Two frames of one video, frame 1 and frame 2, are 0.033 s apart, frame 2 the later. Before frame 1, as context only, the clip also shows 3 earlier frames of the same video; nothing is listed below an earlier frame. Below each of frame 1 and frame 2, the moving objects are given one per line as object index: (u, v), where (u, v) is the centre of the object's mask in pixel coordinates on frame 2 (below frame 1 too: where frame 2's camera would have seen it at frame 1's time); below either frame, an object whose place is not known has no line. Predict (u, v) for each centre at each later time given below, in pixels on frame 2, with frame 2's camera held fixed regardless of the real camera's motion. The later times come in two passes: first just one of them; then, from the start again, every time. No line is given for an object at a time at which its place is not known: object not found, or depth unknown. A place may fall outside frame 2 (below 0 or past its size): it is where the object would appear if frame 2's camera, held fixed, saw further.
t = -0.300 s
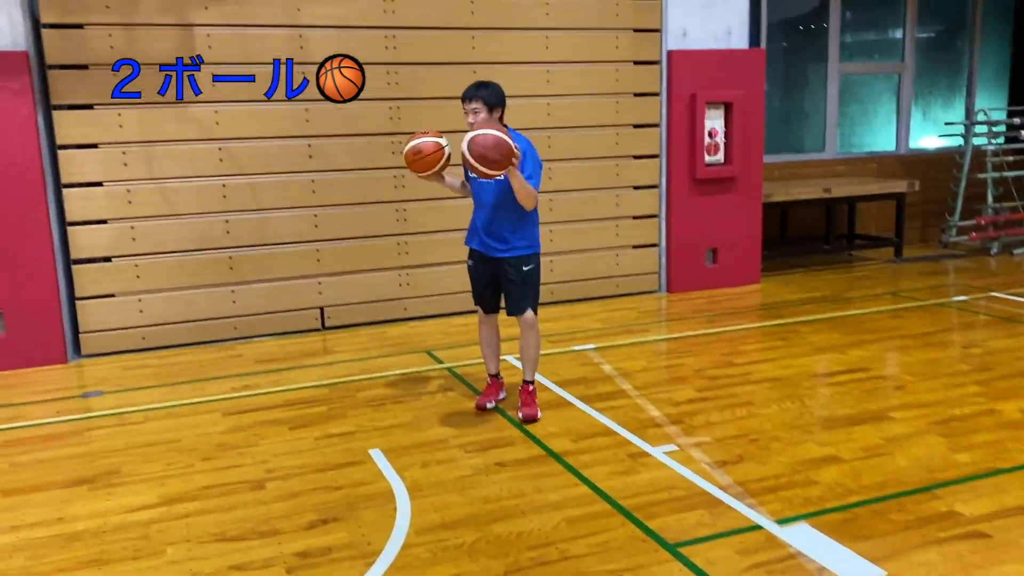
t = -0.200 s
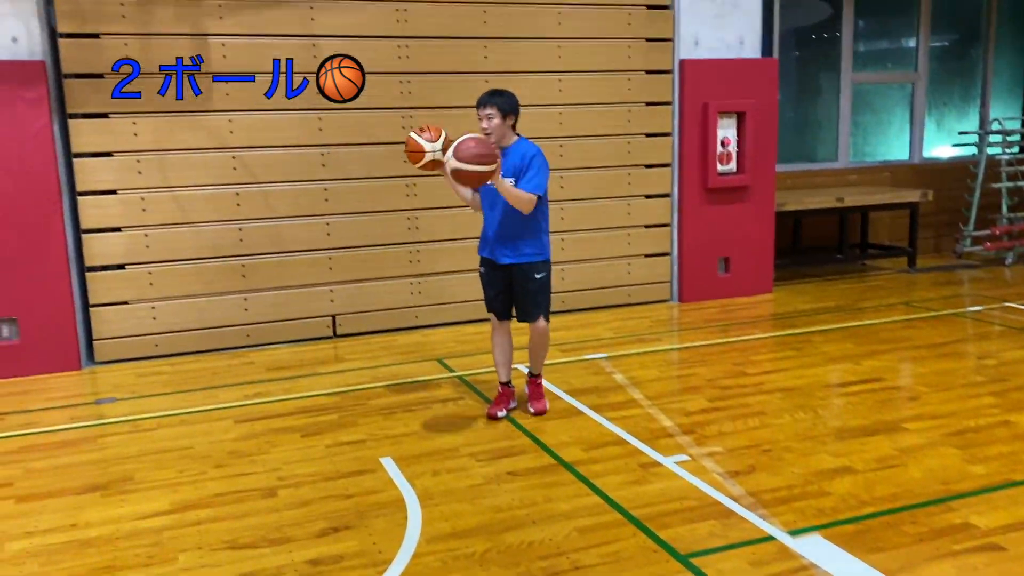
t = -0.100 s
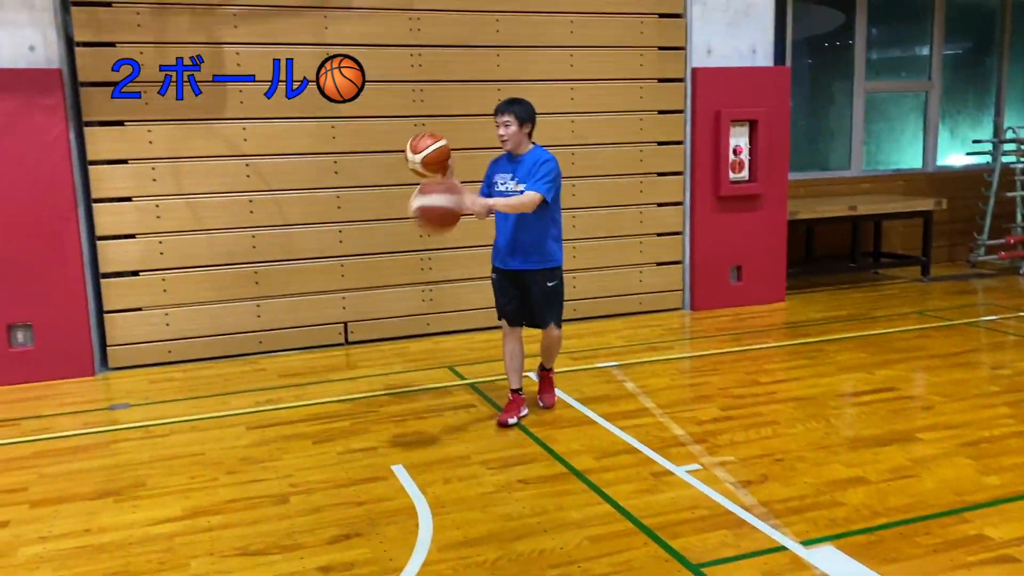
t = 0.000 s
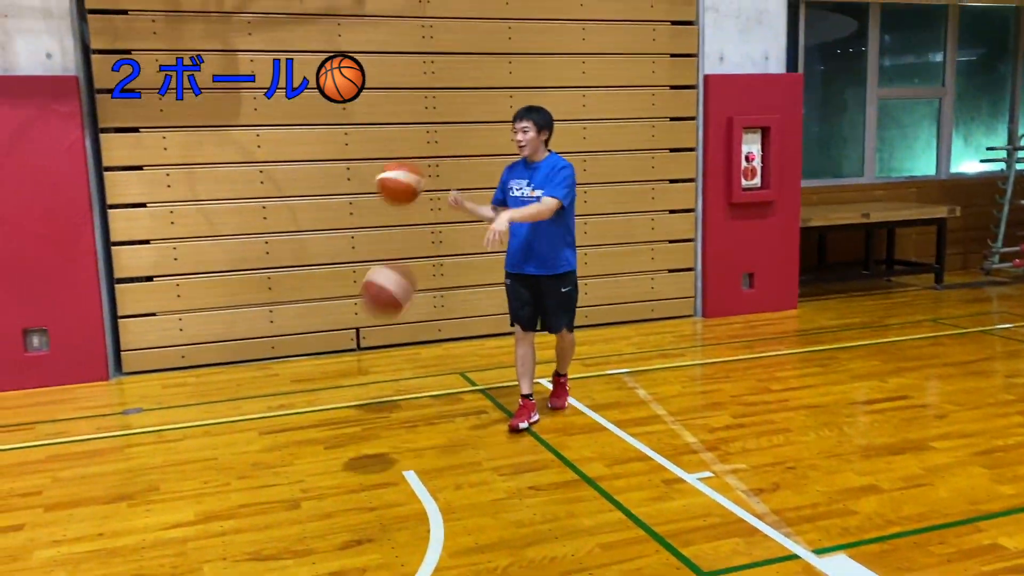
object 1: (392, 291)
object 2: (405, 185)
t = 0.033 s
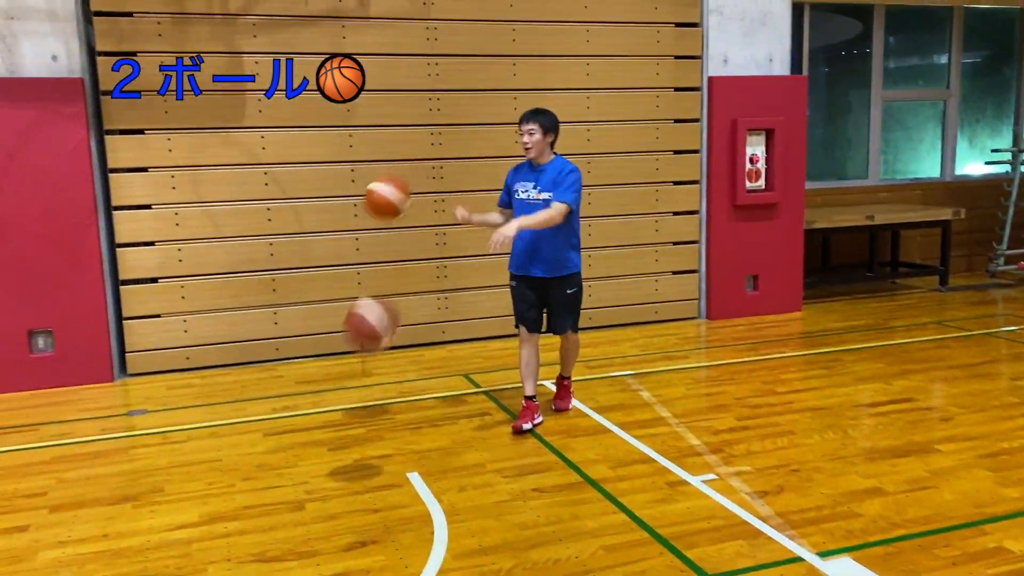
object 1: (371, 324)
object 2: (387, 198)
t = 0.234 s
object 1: (260, 425)
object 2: (288, 326)
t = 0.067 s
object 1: (350, 358)
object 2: (370, 214)
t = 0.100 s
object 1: (330, 396)
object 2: (355, 231)
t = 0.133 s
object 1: (307, 438)
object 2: (339, 252)
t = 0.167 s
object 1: (286, 476)
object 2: (322, 274)
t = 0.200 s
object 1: (273, 453)
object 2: (306, 301)
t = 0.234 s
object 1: (260, 425)
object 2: (288, 326)
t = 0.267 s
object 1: (247, 398)
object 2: (271, 354)
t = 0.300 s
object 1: (234, 376)
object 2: (261, 395)
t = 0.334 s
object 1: (221, 355)
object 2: (237, 425)
